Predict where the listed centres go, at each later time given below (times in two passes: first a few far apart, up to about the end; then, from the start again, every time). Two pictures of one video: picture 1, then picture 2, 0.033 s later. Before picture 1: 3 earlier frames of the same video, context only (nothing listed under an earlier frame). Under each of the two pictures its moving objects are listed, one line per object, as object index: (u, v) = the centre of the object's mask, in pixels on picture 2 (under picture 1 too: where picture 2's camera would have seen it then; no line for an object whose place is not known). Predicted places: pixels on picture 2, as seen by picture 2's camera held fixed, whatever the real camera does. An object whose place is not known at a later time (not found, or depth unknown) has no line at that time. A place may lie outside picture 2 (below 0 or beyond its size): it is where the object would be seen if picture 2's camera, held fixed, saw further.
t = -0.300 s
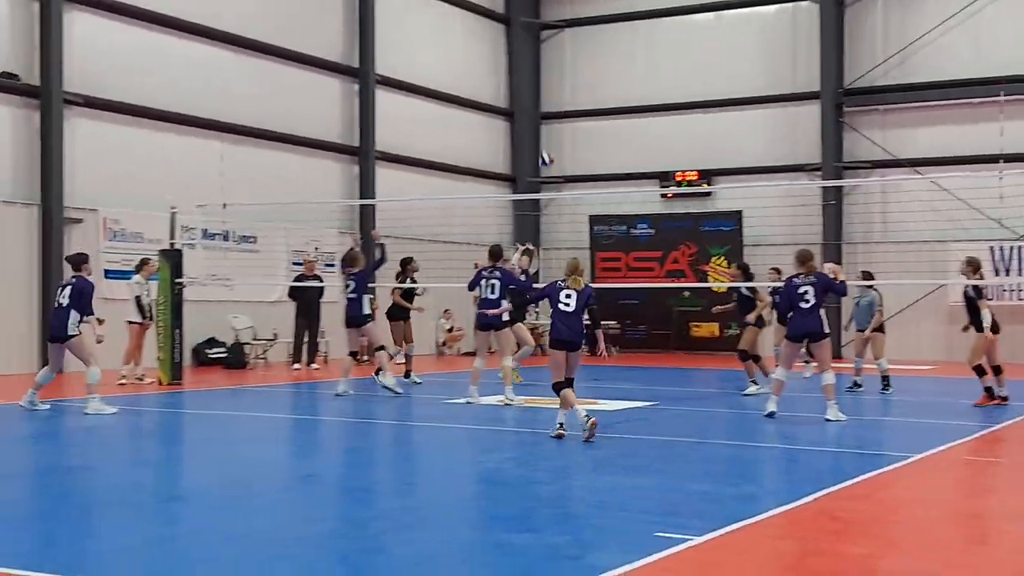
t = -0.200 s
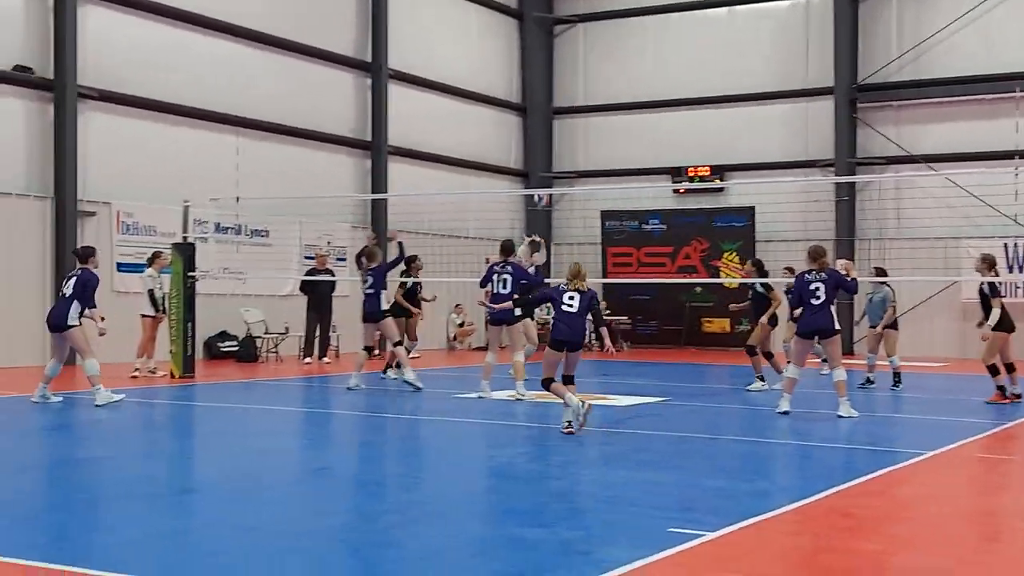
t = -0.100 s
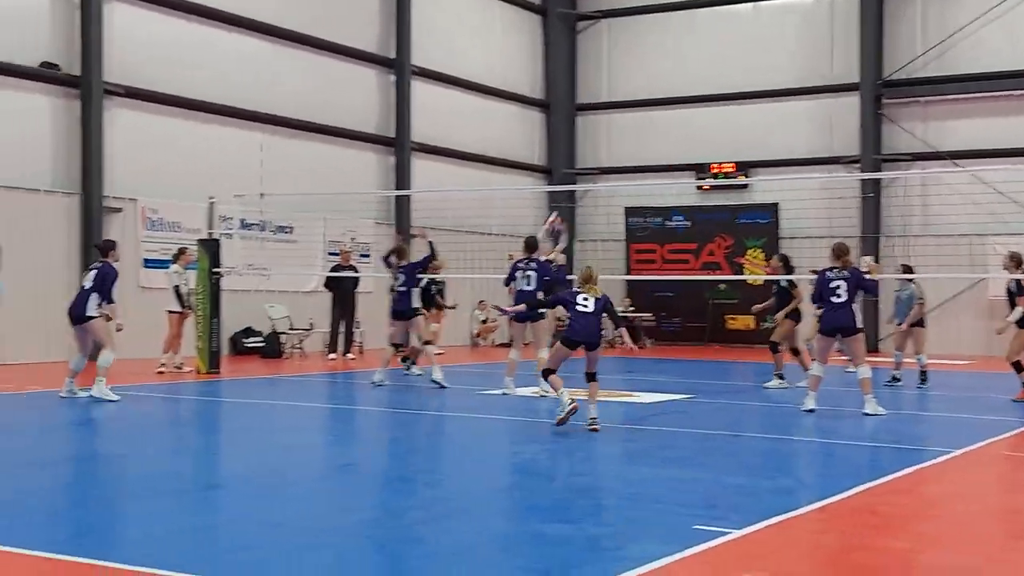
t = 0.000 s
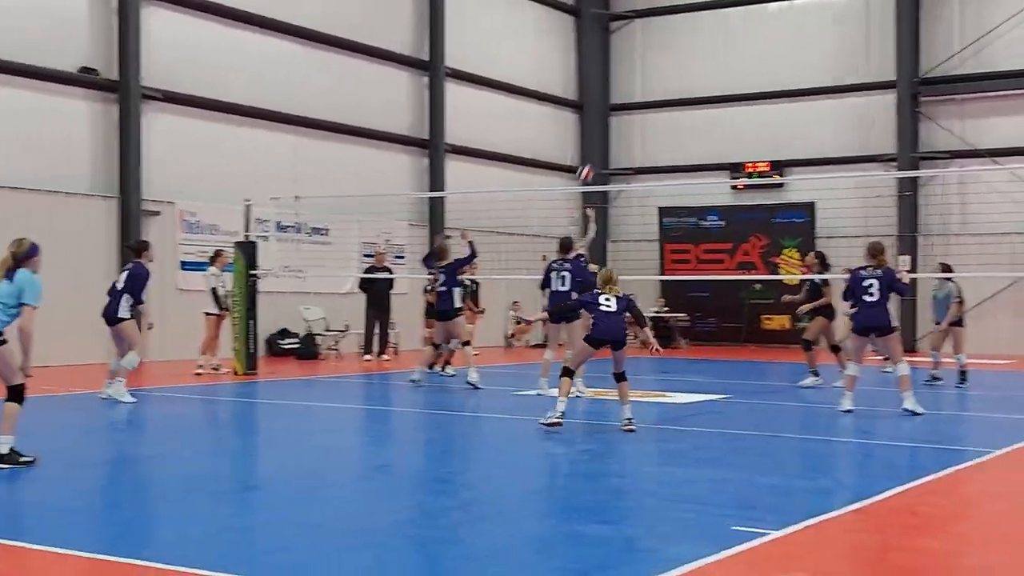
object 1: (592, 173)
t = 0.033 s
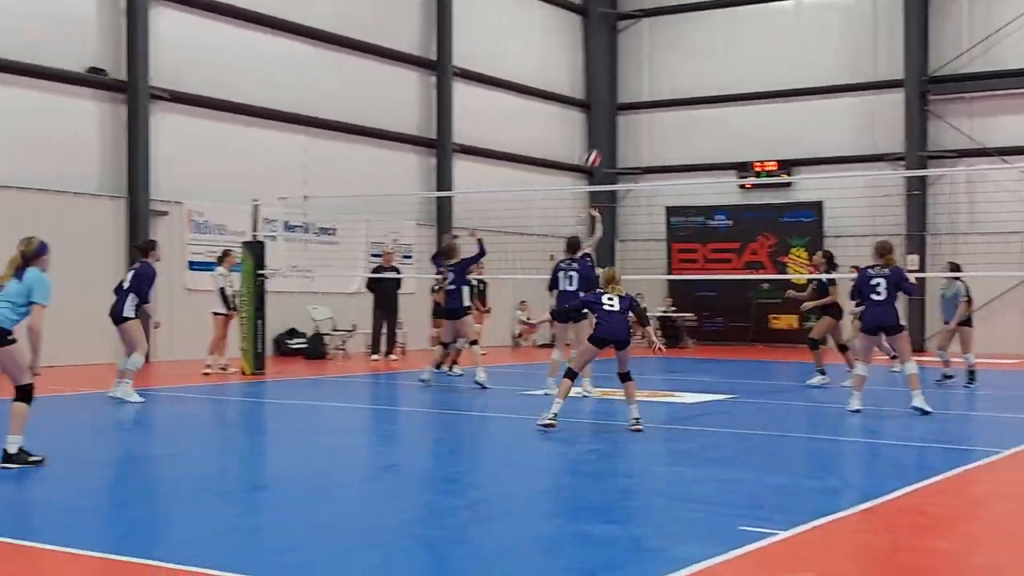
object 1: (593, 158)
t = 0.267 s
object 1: (595, 80)
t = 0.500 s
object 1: (591, 44)
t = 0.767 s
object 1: (586, 56)
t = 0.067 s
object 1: (594, 144)
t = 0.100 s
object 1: (594, 132)
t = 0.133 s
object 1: (594, 119)
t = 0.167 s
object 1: (594, 108)
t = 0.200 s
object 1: (593, 99)
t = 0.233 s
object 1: (594, 89)
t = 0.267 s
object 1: (595, 80)
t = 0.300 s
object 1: (594, 73)
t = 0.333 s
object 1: (593, 66)
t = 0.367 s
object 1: (593, 59)
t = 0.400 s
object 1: (592, 54)
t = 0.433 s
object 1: (592, 50)
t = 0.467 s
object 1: (591, 47)
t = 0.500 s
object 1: (591, 44)
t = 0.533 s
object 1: (590, 43)
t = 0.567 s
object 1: (590, 42)
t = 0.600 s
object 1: (589, 42)
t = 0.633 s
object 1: (589, 43)
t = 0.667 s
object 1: (588, 45)
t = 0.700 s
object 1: (588, 48)
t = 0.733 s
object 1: (588, 51)
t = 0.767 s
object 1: (586, 56)
